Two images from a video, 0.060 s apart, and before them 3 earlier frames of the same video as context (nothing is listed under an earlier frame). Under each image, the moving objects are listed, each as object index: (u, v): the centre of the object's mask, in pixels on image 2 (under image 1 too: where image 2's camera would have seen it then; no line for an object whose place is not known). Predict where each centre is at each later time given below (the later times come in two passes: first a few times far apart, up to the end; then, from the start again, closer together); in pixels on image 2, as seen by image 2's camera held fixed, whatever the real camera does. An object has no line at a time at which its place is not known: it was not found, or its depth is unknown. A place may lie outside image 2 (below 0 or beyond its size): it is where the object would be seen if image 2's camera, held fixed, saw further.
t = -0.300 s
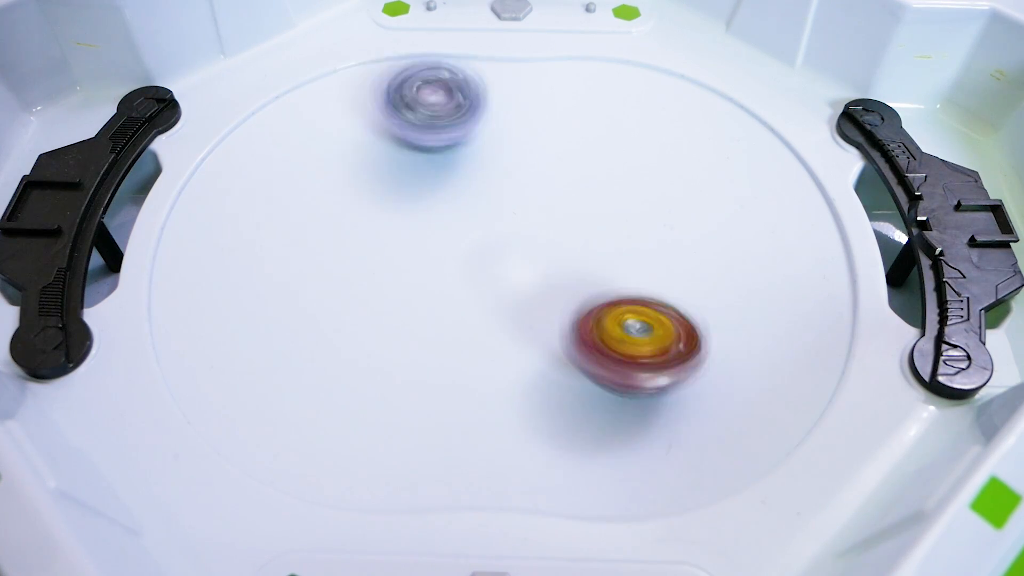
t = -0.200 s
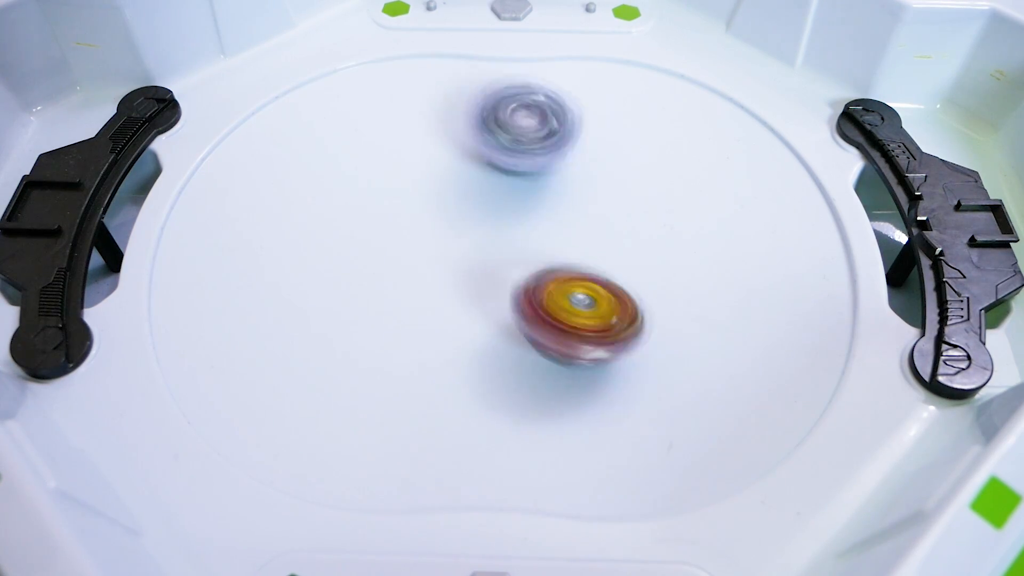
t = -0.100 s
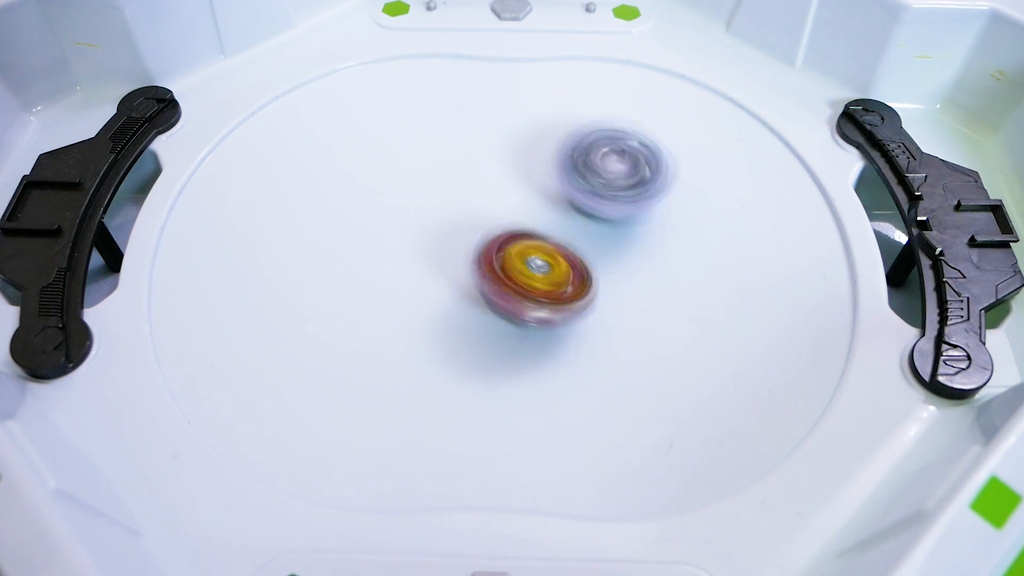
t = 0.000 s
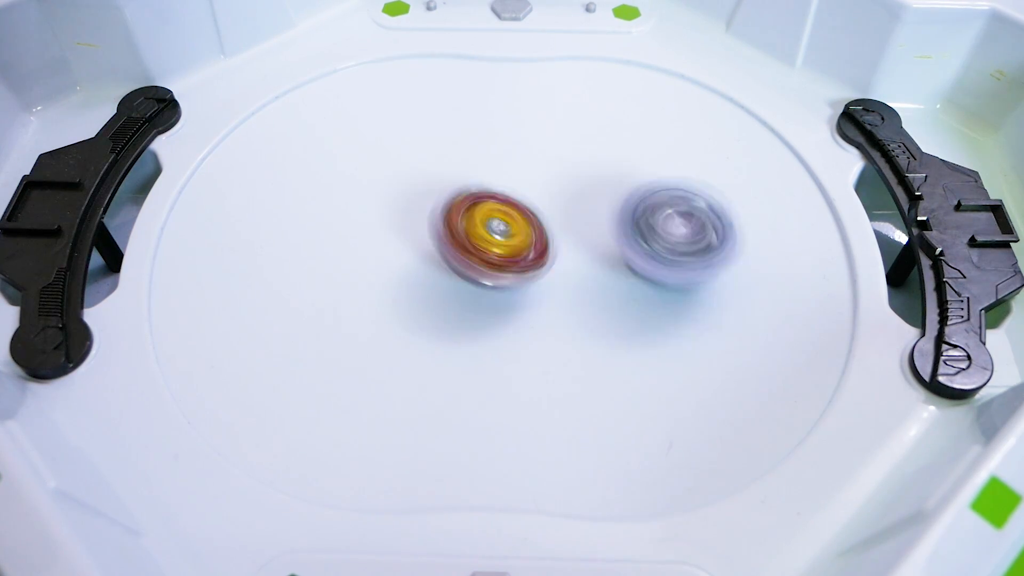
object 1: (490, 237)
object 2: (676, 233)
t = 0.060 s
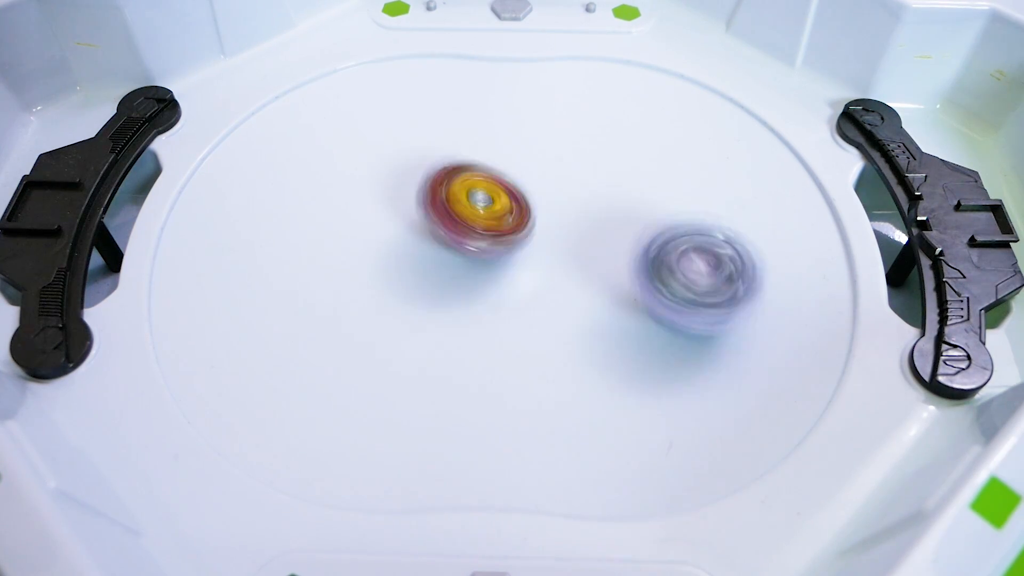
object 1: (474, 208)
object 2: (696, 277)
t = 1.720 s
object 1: (522, 165)
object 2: (589, 325)
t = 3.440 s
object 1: (418, 259)
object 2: (547, 323)
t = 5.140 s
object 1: (561, 326)
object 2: (538, 197)
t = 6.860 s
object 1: (579, 209)
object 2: (568, 290)
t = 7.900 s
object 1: (575, 214)
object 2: (583, 292)
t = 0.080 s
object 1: (473, 200)
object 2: (701, 289)
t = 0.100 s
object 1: (470, 192)
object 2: (704, 306)
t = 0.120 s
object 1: (467, 183)
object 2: (704, 318)
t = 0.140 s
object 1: (467, 176)
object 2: (704, 334)
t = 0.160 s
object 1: (464, 165)
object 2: (699, 347)
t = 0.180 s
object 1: (465, 157)
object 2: (695, 357)
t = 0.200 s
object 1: (463, 149)
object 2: (688, 370)
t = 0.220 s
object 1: (462, 140)
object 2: (677, 378)
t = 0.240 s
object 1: (462, 132)
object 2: (667, 389)
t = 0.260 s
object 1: (463, 124)
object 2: (652, 395)
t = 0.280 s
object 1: (467, 116)
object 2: (636, 404)
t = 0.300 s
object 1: (464, 108)
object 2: (617, 407)
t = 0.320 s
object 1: (465, 100)
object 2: (597, 407)
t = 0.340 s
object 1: (464, 94)
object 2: (578, 405)
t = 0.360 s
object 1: (466, 87)
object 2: (558, 399)
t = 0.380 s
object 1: (467, 83)
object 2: (538, 393)
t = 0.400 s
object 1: (467, 78)
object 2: (519, 384)
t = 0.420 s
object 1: (468, 75)
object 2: (500, 373)
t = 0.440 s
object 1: (468, 74)
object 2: (482, 363)
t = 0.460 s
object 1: (468, 73)
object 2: (467, 347)
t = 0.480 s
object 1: (469, 74)
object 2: (452, 335)
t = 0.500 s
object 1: (467, 75)
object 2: (441, 318)
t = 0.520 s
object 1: (468, 77)
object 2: (432, 304)
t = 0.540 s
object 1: (468, 81)
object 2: (426, 288)
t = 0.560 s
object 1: (468, 84)
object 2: (420, 274)
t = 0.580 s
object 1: (470, 88)
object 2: (419, 257)
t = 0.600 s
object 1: (468, 94)
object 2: (419, 242)
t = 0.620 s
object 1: (468, 99)
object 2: (420, 226)
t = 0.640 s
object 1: (469, 106)
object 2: (424, 212)
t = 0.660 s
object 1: (473, 111)
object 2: (424, 201)
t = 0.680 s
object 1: (482, 111)
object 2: (415, 207)
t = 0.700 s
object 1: (496, 100)
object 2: (399, 220)
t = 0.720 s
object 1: (509, 95)
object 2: (382, 236)
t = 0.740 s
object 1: (522, 94)
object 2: (365, 251)
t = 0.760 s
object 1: (529, 93)
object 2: (348, 267)
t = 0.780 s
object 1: (536, 98)
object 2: (332, 278)
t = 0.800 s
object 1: (543, 102)
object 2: (319, 289)
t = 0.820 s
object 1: (545, 104)
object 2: (303, 300)
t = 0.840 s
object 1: (550, 111)
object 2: (292, 307)
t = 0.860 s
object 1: (557, 115)
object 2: (278, 317)
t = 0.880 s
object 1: (559, 120)
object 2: (267, 321)
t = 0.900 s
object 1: (562, 128)
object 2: (256, 330)
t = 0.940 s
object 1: (569, 139)
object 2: (233, 342)
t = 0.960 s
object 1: (570, 147)
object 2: (226, 344)
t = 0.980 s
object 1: (572, 153)
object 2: (219, 349)
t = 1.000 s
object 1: (573, 159)
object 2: (211, 351)
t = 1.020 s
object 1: (572, 168)
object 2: (206, 353)
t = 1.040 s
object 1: (572, 175)
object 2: (200, 354)
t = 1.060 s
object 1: (570, 182)
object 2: (198, 356)
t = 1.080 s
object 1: (567, 190)
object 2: (196, 355)
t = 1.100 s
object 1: (564, 197)
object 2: (198, 353)
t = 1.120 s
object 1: (560, 204)
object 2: (201, 349)
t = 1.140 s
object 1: (555, 211)
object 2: (209, 346)
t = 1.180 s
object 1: (544, 223)
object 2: (226, 335)
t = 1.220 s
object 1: (529, 234)
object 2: (257, 327)
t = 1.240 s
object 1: (522, 238)
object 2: (275, 320)
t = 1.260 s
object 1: (513, 243)
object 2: (292, 317)
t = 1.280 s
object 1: (503, 247)
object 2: (313, 313)
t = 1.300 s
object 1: (490, 251)
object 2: (332, 310)
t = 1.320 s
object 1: (475, 254)
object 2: (355, 307)
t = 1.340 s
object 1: (468, 252)
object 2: (374, 308)
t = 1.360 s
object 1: (474, 233)
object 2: (379, 315)
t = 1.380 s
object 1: (473, 221)
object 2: (384, 328)
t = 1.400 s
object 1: (469, 213)
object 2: (393, 334)
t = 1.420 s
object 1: (468, 204)
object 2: (401, 339)
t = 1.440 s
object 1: (471, 197)
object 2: (413, 343)
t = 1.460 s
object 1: (472, 192)
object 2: (423, 346)
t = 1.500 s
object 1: (476, 185)
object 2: (448, 352)
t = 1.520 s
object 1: (478, 184)
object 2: (463, 353)
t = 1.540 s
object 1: (479, 180)
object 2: (474, 356)
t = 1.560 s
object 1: (481, 175)
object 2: (488, 356)
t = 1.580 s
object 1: (485, 169)
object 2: (499, 355)
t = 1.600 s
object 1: (490, 166)
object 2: (511, 354)
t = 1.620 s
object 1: (495, 163)
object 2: (524, 350)
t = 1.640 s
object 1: (503, 162)
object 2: (536, 346)
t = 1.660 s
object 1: (510, 162)
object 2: (549, 341)
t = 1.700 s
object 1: (516, 162)
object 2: (577, 331)
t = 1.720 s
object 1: (522, 165)
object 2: (589, 325)
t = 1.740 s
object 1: (527, 165)
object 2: (602, 320)
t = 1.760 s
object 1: (530, 170)
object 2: (613, 314)
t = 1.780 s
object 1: (537, 171)
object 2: (625, 308)
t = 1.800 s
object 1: (539, 176)
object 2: (637, 302)
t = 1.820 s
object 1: (546, 181)
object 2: (647, 296)
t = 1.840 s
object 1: (546, 185)
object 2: (659, 290)
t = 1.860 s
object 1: (549, 190)
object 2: (668, 284)
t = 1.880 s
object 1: (550, 194)
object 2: (678, 280)
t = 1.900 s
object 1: (551, 199)
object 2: (686, 273)
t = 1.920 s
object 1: (552, 202)
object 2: (693, 267)
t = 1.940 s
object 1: (551, 208)
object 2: (702, 260)
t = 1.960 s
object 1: (552, 212)
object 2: (708, 255)
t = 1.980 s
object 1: (548, 219)
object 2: (717, 249)
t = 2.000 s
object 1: (547, 223)
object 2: (721, 243)
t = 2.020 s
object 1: (542, 229)
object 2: (729, 237)
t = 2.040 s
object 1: (539, 233)
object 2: (731, 232)
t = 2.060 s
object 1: (534, 237)
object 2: (735, 228)
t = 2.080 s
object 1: (531, 240)
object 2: (738, 222)
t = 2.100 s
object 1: (526, 243)
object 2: (739, 218)
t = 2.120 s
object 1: (521, 246)
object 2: (741, 212)
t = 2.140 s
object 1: (515, 248)
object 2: (739, 209)
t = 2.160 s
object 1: (508, 251)
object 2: (741, 205)
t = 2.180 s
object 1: (498, 253)
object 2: (737, 202)
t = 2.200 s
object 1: (486, 253)
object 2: (734, 199)
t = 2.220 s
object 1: (478, 252)
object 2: (729, 198)
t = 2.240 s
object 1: (467, 251)
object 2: (723, 195)
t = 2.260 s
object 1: (463, 250)
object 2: (717, 193)
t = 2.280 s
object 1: (459, 248)
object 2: (709, 191)
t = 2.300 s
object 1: (460, 247)
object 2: (702, 189)
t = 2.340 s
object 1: (454, 243)
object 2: (682, 185)
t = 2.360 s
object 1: (448, 238)
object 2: (673, 182)
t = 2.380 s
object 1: (446, 235)
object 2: (661, 181)
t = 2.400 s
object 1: (439, 227)
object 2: (650, 178)
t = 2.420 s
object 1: (437, 219)
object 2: (639, 175)
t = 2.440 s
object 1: (439, 215)
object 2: (627, 174)
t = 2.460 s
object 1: (442, 212)
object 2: (617, 171)
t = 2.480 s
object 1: (443, 210)
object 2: (605, 168)
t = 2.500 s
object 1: (442, 207)
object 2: (592, 165)
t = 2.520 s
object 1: (445, 205)
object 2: (581, 161)
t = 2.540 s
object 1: (447, 202)
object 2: (568, 159)
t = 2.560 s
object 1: (447, 199)
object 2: (556, 155)
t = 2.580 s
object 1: (432, 196)
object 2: (559, 144)
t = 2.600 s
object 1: (420, 197)
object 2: (574, 133)
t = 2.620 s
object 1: (411, 200)
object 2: (586, 120)
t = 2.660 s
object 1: (405, 201)
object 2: (609, 98)
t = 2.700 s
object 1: (404, 202)
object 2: (627, 85)
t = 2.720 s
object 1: (400, 203)
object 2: (635, 79)
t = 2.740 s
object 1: (393, 205)
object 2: (642, 74)
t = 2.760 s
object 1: (388, 203)
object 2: (650, 71)
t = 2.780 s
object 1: (384, 203)
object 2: (657, 68)
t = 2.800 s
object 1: (382, 203)
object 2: (663, 66)
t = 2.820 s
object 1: (380, 203)
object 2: (670, 66)
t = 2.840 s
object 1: (379, 202)
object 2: (677, 66)
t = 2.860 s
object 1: (378, 203)
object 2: (681, 67)
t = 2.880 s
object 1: (377, 202)
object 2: (688, 69)
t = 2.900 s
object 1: (377, 203)
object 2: (694, 74)
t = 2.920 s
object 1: (377, 202)
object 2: (698, 80)
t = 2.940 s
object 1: (379, 203)
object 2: (700, 87)
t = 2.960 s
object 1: (381, 204)
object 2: (699, 96)
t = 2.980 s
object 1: (383, 207)
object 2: (698, 108)
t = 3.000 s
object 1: (382, 207)
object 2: (693, 117)
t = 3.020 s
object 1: (386, 208)
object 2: (687, 125)
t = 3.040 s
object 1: (386, 208)
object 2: (682, 137)
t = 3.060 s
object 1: (393, 211)
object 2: (674, 147)
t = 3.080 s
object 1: (395, 214)
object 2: (664, 157)
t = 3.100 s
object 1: (401, 215)
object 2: (659, 167)
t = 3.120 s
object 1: (402, 220)
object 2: (647, 177)
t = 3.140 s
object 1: (407, 223)
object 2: (637, 189)
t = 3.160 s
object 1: (407, 227)
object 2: (630, 197)
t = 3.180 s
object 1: (411, 228)
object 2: (618, 206)
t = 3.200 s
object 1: (416, 231)
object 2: (606, 218)
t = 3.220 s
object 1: (420, 235)
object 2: (596, 228)
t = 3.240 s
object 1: (423, 240)
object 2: (588, 234)
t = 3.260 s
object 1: (424, 244)
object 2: (578, 248)
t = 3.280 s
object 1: (429, 247)
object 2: (565, 256)
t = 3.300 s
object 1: (428, 253)
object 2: (554, 265)
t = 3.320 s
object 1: (425, 255)
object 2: (553, 272)
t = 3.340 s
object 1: (422, 257)
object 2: (548, 280)
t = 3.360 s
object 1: (423, 257)
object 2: (546, 290)
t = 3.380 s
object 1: (423, 258)
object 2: (543, 296)
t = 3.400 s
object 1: (425, 259)
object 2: (541, 303)
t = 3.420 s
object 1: (423, 260)
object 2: (545, 315)
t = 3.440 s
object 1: (418, 259)
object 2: (547, 323)
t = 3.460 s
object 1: (417, 259)
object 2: (550, 328)
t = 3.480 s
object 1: (412, 258)
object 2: (555, 337)
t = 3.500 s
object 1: (408, 258)
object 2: (558, 343)
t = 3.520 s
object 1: (402, 255)
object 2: (562, 349)
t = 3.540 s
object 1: (399, 253)
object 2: (569, 356)
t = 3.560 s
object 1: (396, 250)
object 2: (572, 362)
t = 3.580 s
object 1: (393, 247)
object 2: (576, 364)
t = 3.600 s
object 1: (393, 244)
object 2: (583, 368)
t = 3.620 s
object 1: (394, 241)
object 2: (586, 372)
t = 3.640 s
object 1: (397, 240)
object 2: (590, 373)
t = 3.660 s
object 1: (395, 238)
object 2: (599, 375)
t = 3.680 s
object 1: (397, 236)
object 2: (603, 376)
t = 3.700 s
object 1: (397, 233)
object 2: (607, 375)
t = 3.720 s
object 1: (402, 230)
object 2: (614, 373)
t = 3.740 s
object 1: (405, 228)
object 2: (618, 373)
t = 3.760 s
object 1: (411, 226)
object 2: (622, 368)
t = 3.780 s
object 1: (416, 225)
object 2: (628, 366)
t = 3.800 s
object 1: (422, 222)
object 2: (631, 362)
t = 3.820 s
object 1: (427, 225)
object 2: (633, 357)
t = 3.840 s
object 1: (431, 225)
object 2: (636, 354)
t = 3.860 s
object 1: (435, 230)
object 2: (635, 348)
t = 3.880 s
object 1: (435, 229)
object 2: (634, 341)
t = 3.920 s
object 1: (440, 232)
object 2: (635, 324)
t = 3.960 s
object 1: (441, 237)
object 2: (638, 307)
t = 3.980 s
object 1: (445, 234)
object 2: (637, 297)
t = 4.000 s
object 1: (445, 237)
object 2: (637, 288)
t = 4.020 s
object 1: (447, 237)
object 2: (637, 279)
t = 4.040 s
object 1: (448, 238)
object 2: (636, 269)
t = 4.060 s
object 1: (447, 241)
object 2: (636, 260)
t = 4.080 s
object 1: (449, 243)
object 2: (635, 251)
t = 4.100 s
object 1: (445, 248)
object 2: (632, 240)
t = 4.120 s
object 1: (443, 251)
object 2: (632, 233)
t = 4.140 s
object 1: (439, 253)
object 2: (630, 224)
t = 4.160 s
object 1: (437, 255)
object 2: (627, 214)
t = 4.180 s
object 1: (436, 256)
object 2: (625, 207)
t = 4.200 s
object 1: (433, 258)
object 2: (622, 199)
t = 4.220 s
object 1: (431, 258)
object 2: (619, 191)
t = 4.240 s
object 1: (428, 258)
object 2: (617, 185)
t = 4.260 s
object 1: (427, 258)
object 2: (610, 178)
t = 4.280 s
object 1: (423, 257)
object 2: (609, 169)
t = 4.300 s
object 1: (417, 256)
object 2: (606, 164)
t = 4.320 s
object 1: (414, 254)
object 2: (599, 159)
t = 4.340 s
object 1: (409, 252)
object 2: (596, 151)
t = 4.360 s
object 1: (409, 248)
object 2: (593, 146)
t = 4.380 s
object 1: (408, 243)
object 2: (587, 141)
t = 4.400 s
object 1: (410, 243)
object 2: (585, 136)
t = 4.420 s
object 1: (411, 242)
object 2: (579, 132)
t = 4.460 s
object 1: (414, 241)
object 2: (572, 125)
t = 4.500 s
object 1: (415, 239)
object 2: (562, 120)
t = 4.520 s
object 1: (415, 238)
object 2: (561, 118)
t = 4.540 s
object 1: (421, 235)
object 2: (557, 116)
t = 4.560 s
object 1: (425, 234)
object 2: (552, 117)
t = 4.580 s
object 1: (431, 232)
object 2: (552, 117)
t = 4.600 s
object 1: (439, 233)
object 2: (548, 118)
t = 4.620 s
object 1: (443, 234)
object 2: (546, 119)
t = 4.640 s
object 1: (451, 235)
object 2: (542, 123)
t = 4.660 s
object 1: (454, 240)
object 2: (541, 126)
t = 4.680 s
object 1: (457, 242)
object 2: (541, 130)
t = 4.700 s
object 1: (456, 246)
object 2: (537, 135)
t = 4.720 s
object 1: (453, 245)
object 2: (536, 142)
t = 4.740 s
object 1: (451, 244)
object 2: (534, 150)
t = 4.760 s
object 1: (449, 243)
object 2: (529, 154)
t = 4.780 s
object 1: (445, 243)
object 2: (529, 162)
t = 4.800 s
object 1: (437, 250)
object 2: (529, 165)
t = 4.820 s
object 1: (430, 257)
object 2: (532, 167)
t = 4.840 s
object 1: (427, 264)
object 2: (535, 173)
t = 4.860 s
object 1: (425, 273)
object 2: (538, 176)
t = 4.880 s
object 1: (426, 281)
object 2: (538, 184)
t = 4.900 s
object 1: (430, 289)
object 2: (538, 189)
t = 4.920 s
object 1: (437, 298)
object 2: (539, 196)
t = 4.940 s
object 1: (441, 304)
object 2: (538, 203)
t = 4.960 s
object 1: (449, 306)
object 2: (536, 207)
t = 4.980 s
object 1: (460, 311)
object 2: (536, 214)
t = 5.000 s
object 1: (473, 314)
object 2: (534, 215)
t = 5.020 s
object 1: (482, 319)
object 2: (533, 215)
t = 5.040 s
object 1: (494, 321)
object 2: (529, 214)
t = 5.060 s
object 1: (507, 327)
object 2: (531, 211)
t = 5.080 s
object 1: (520, 330)
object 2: (531, 207)
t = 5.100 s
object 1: (534, 331)
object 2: (531, 203)
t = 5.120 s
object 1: (548, 331)
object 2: (534, 200)
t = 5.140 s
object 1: (561, 326)
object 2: (538, 197)
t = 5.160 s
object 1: (575, 320)
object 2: (541, 197)
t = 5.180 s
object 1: (587, 314)
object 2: (545, 196)
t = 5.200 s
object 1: (595, 303)
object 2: (553, 197)
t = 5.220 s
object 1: (603, 296)
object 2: (555, 192)
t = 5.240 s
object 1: (614, 295)
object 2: (554, 189)
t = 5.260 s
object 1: (622, 294)
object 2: (551, 183)
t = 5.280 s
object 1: (626, 292)
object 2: (552, 181)
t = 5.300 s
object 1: (628, 290)
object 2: (550, 176)
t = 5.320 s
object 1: (630, 288)
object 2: (551, 173)
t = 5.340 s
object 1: (631, 286)
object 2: (549, 169)
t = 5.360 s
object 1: (633, 285)
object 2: (550, 167)
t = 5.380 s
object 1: (636, 284)
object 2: (549, 163)
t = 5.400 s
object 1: (637, 282)
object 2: (547, 162)
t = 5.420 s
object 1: (638, 281)
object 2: (545, 159)
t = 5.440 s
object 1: (640, 279)
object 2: (547, 159)
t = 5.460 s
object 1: (641, 278)
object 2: (545, 155)
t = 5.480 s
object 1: (642, 276)
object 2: (544, 156)
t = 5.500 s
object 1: (643, 275)
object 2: (543, 155)
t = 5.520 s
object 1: (643, 274)
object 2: (543, 158)
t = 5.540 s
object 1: (644, 274)
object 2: (543, 157)
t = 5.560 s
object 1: (644, 273)
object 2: (543, 160)
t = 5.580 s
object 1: (645, 272)
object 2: (542, 161)
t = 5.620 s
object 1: (645, 271)
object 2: (543, 168)
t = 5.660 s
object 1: (646, 270)
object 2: (540, 176)
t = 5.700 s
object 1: (646, 269)
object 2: (539, 186)
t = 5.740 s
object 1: (646, 268)
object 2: (535, 195)
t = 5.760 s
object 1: (646, 267)
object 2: (530, 206)
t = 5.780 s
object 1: (646, 266)
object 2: (532, 210)
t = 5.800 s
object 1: (646, 266)
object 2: (531, 214)
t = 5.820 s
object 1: (646, 265)
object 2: (530, 214)
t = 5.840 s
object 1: (646, 264)
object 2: (527, 217)
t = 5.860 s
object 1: (646, 263)
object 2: (528, 218)
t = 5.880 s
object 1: (646, 261)
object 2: (524, 219)
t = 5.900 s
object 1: (646, 260)
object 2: (525, 220)
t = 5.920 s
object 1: (645, 259)
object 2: (525, 222)
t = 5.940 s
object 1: (645, 257)
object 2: (532, 223)
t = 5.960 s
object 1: (645, 256)
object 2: (531, 221)
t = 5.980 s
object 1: (650, 255)
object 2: (532, 221)
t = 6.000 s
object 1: (652, 253)
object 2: (533, 218)
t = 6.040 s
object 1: (651, 249)
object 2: (542, 217)
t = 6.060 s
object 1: (655, 248)
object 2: (542, 217)
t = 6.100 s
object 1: (661, 243)
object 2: (543, 214)
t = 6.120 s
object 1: (661, 242)
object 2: (544, 216)
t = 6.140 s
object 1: (661, 241)
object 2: (550, 215)
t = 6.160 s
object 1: (664, 241)
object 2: (549, 217)
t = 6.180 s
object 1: (669, 238)
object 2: (546, 220)
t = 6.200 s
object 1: (671, 237)
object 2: (546, 219)
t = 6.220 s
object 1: (671, 236)
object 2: (548, 221)
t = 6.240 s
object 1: (670, 235)
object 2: (548, 221)
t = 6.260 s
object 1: (669, 233)
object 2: (545, 219)
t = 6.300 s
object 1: (667, 231)
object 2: (548, 219)
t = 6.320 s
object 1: (666, 229)
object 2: (545, 218)
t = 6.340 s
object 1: (665, 228)
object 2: (546, 219)
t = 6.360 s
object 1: (664, 227)
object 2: (549, 218)
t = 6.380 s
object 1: (662, 226)
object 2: (548, 219)
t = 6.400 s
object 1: (661, 224)
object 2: (549, 220)
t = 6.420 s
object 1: (665, 220)
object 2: (546, 221)
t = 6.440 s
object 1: (666, 218)
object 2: (539, 224)
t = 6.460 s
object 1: (665, 216)
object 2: (537, 229)
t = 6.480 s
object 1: (662, 214)
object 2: (539, 233)
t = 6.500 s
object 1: (659, 213)
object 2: (541, 241)
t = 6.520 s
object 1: (656, 211)
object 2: (545, 244)
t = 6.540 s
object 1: (652, 210)
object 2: (547, 240)
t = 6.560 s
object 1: (648, 209)
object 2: (549, 243)
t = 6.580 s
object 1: (644, 209)
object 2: (553, 246)
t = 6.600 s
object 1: (640, 207)
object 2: (555, 247)
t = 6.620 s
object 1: (637, 206)
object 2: (554, 251)
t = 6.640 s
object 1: (633, 205)
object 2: (555, 253)
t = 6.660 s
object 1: (629, 205)
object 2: (557, 259)
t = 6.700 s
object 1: (619, 202)
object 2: (559, 266)
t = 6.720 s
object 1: (614, 201)
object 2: (559, 269)
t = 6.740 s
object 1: (608, 202)
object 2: (559, 272)
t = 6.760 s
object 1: (602, 203)
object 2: (558, 274)
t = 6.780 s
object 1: (596, 203)
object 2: (561, 278)
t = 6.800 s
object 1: (591, 203)
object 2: (563, 282)
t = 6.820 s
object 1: (586, 205)
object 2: (564, 285)
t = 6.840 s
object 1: (582, 207)
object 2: (566, 287)
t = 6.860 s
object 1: (579, 209)
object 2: (568, 290)
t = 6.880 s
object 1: (578, 210)
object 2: (569, 292)
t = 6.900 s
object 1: (577, 211)
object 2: (572, 292)
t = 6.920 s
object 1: (576, 212)
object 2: (574, 292)
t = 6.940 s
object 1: (575, 213)
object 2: (577, 292)
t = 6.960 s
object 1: (575, 214)
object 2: (580, 292)
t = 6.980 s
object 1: (575, 214)
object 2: (582, 292)
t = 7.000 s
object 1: (575, 214)
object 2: (583, 292)
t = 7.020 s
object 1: (575, 214)
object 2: (582, 292)
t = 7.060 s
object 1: (575, 214)
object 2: (582, 292)
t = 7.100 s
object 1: (575, 214)
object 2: (582, 292)
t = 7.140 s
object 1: (575, 214)
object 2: (582, 292)
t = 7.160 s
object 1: (575, 214)
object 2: (582, 292)
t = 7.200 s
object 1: (575, 214)
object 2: (582, 292)
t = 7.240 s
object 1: (575, 214)
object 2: (582, 292)
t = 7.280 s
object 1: (575, 214)
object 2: (582, 292)
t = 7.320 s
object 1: (575, 214)
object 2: (582, 292)
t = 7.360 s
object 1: (575, 214)
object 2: (582, 292)
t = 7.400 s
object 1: (575, 214)
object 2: (582, 292)
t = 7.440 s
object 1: (575, 214)
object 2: (582, 292)
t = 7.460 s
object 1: (575, 214)
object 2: (582, 292)
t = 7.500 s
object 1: (575, 214)
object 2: (582, 292)
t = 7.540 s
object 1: (575, 214)
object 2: (582, 292)
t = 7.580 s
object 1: (575, 214)
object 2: (582, 292)
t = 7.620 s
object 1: (575, 214)
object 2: (582, 292)
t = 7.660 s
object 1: (575, 214)
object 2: (582, 292)
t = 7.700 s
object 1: (575, 214)
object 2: (582, 292)
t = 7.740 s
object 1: (575, 214)
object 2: (582, 292)
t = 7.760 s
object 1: (575, 214)
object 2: (582, 292)
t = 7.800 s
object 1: (575, 214)
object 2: (583, 292)
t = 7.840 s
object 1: (575, 214)
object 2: (582, 292)
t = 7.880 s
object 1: (575, 214)
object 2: (582, 292)
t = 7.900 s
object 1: (575, 214)
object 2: (583, 292)
